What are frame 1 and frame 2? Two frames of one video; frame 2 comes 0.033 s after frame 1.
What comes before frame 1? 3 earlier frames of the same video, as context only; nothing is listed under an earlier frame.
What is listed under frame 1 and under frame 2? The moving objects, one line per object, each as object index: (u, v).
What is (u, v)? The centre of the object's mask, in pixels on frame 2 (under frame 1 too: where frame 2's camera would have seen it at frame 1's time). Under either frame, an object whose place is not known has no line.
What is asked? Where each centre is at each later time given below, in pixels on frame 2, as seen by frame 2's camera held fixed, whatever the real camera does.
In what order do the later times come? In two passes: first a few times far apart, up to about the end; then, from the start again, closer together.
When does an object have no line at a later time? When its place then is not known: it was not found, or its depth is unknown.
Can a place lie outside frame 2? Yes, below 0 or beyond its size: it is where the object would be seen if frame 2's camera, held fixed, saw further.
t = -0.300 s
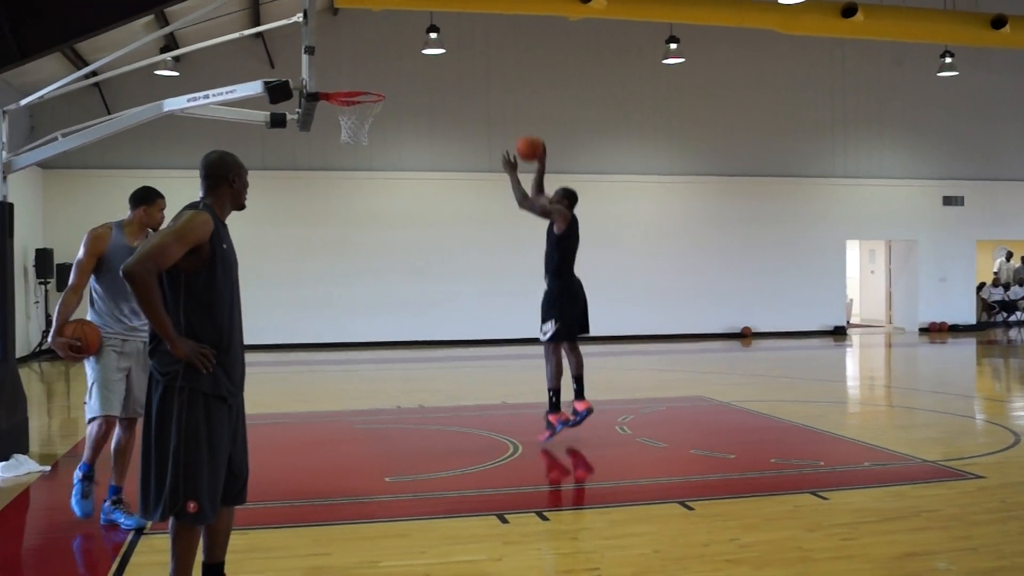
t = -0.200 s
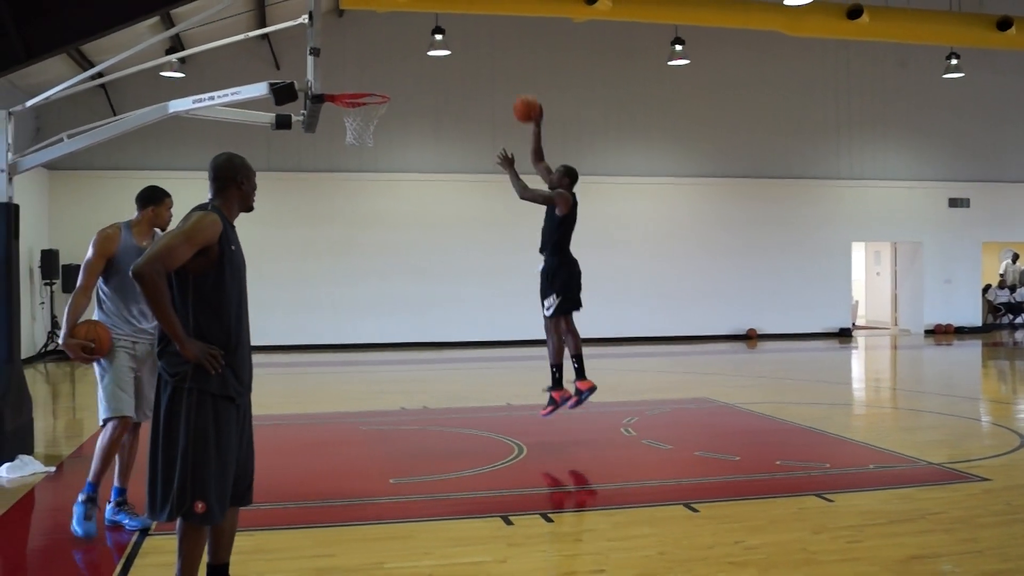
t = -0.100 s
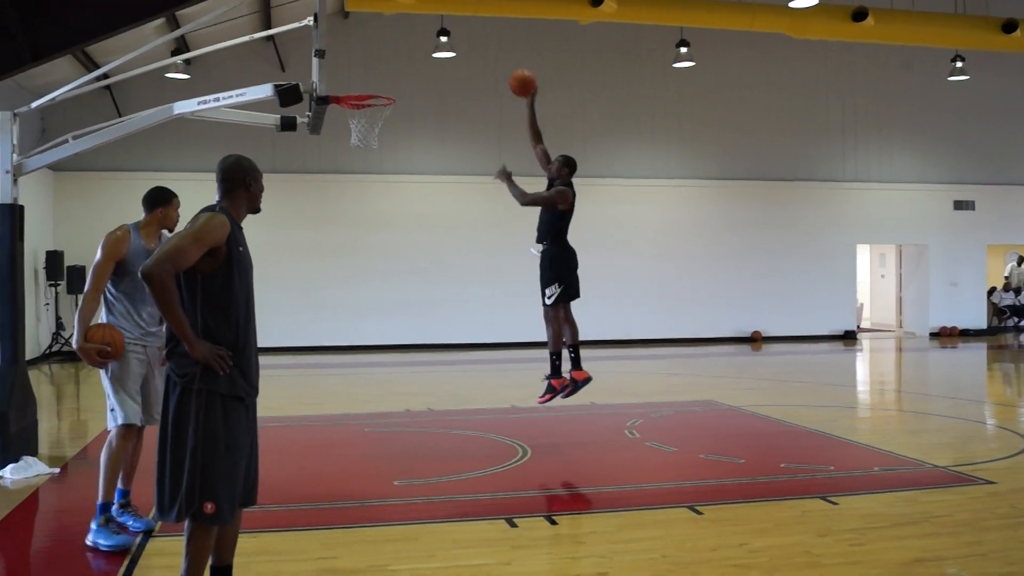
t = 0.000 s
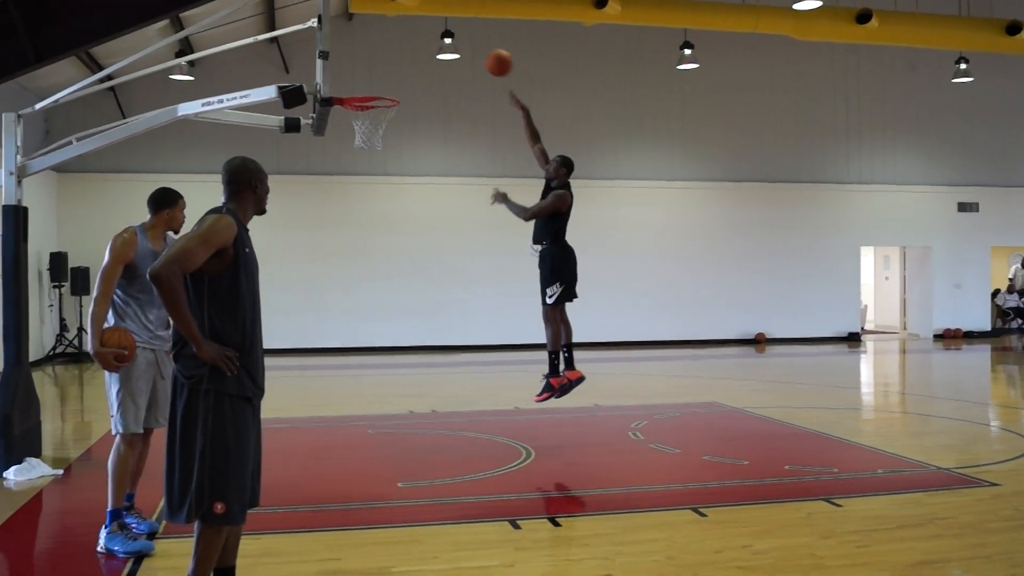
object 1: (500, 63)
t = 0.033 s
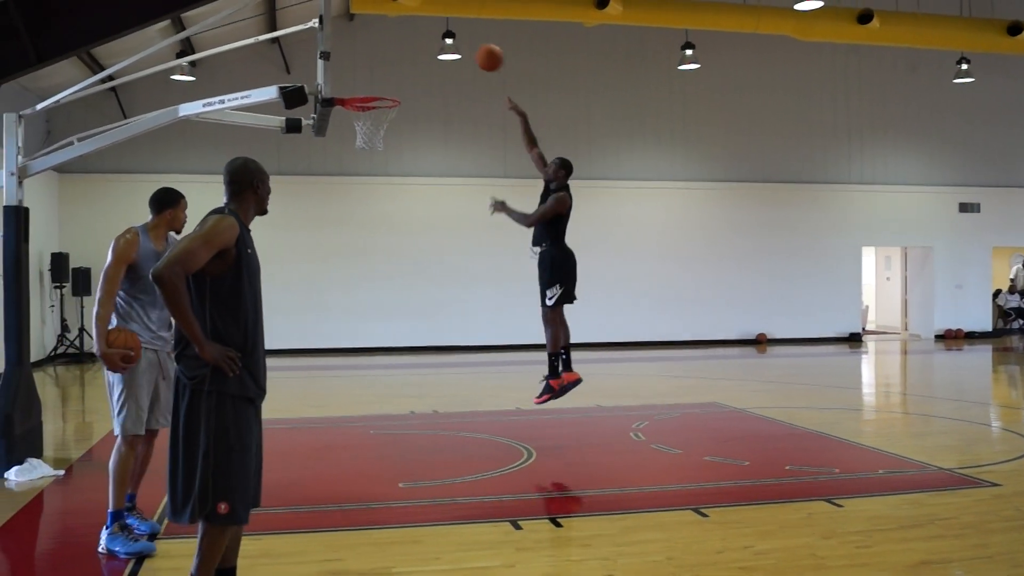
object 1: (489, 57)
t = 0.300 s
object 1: (407, 60)
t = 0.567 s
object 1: (367, 78)
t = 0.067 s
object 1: (479, 53)
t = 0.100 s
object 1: (470, 50)
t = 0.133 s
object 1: (460, 49)
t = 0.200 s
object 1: (437, 49)
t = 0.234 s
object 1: (428, 51)
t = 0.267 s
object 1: (417, 55)
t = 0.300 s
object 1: (407, 60)
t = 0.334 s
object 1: (396, 64)
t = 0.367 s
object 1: (385, 72)
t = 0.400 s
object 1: (375, 80)
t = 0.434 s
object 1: (367, 87)
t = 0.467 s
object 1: (366, 83)
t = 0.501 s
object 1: (367, 80)
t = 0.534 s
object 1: (367, 79)
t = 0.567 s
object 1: (367, 78)
